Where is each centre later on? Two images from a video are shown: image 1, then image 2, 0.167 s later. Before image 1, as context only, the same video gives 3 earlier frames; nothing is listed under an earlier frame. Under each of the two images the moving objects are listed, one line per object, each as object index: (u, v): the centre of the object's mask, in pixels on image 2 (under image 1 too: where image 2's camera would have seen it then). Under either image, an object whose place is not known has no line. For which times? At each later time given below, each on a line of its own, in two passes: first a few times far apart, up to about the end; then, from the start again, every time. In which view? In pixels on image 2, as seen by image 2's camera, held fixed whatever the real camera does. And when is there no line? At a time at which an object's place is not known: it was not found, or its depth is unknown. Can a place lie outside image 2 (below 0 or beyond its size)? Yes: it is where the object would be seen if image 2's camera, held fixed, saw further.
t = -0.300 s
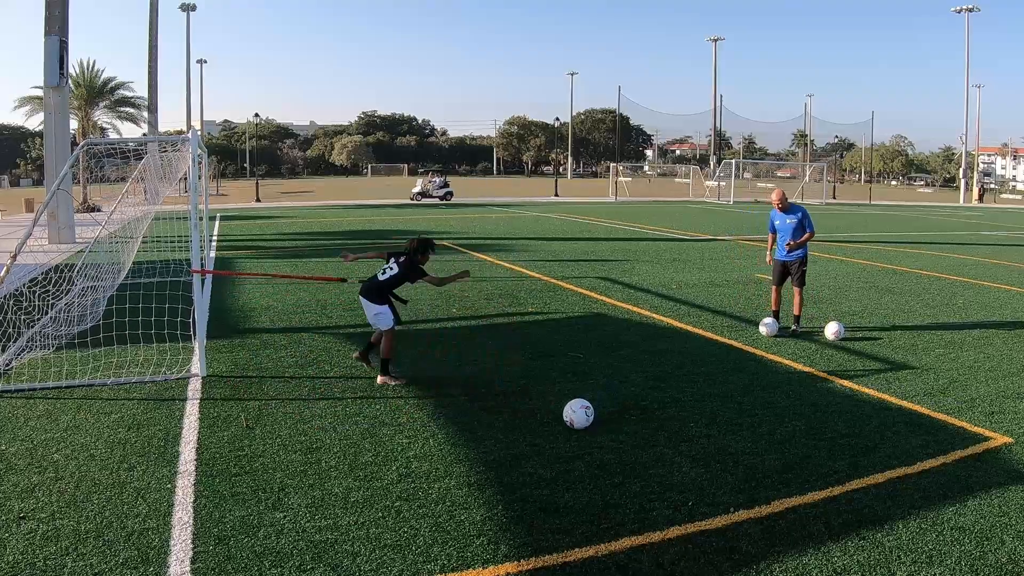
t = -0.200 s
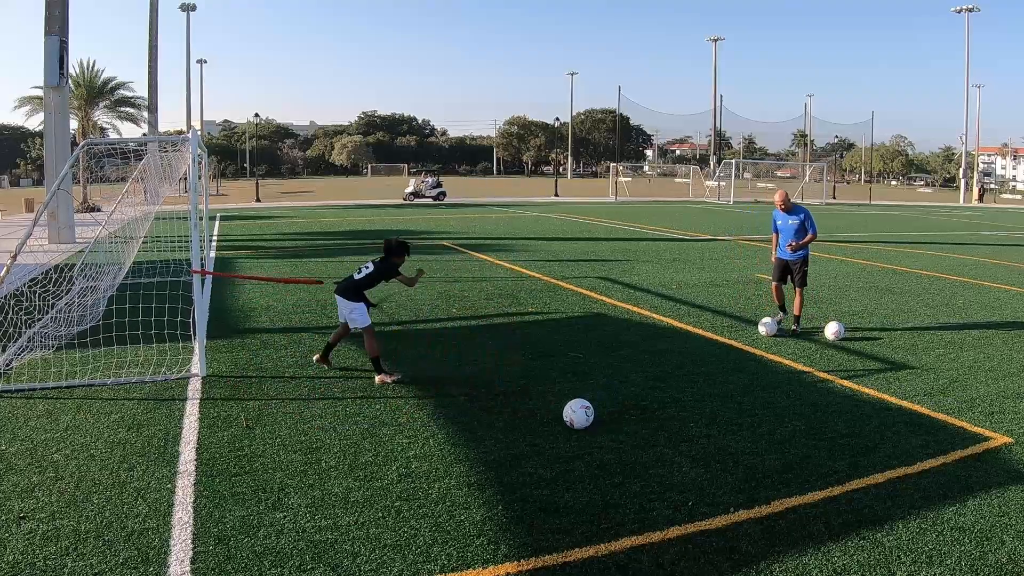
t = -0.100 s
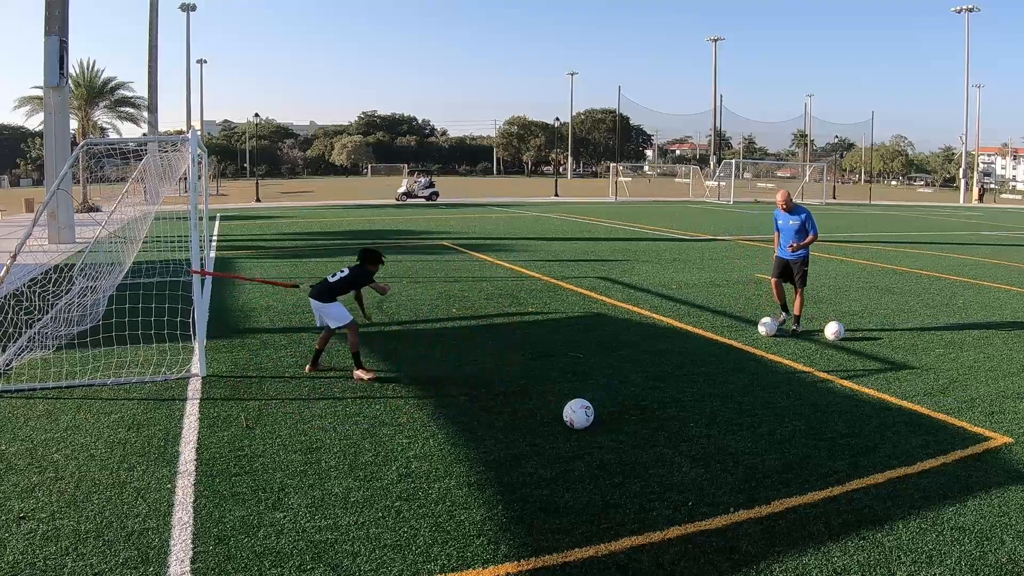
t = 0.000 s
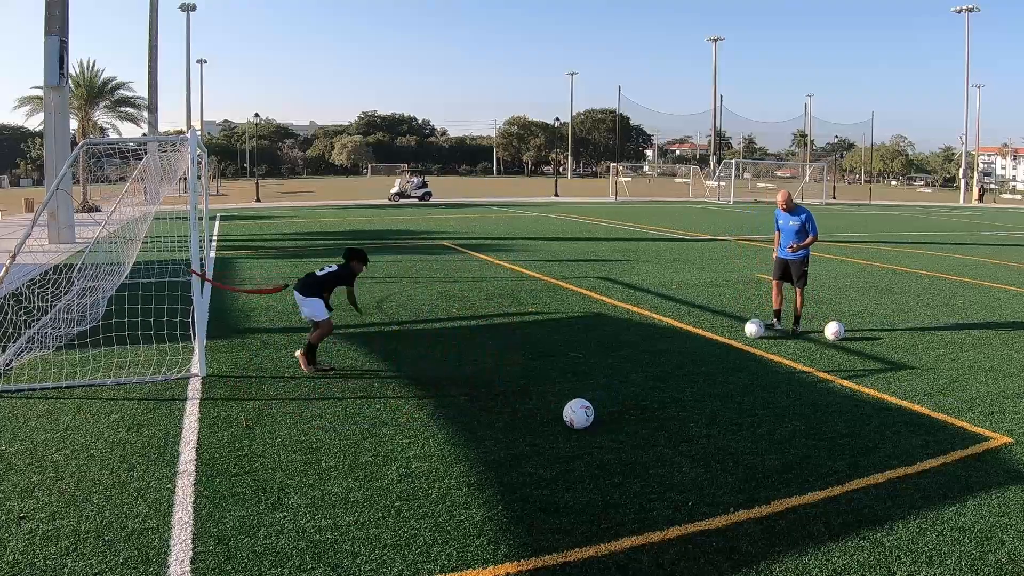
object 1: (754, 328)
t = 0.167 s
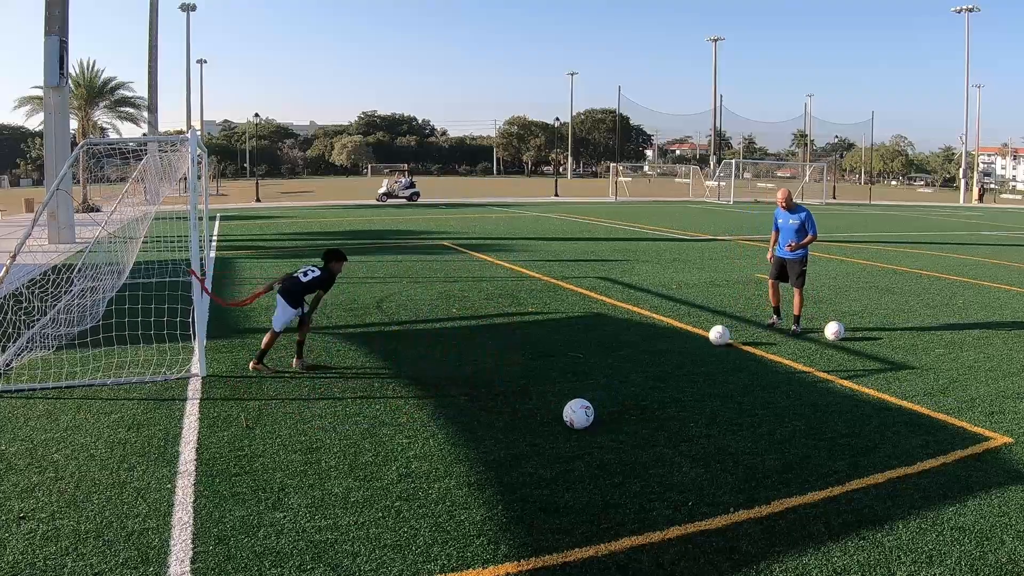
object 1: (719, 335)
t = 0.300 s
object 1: (695, 340)
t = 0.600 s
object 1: (649, 348)
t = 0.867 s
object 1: (610, 355)
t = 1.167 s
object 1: (564, 364)
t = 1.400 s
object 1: (527, 370)
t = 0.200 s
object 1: (713, 336)
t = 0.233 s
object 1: (706, 337)
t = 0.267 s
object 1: (700, 339)
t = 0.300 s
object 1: (695, 340)
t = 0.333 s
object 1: (689, 341)
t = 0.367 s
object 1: (684, 342)
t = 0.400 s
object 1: (679, 343)
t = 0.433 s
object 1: (674, 343)
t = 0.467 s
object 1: (669, 345)
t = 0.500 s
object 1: (664, 346)
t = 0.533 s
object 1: (659, 346)
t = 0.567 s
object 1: (654, 348)
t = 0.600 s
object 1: (649, 348)
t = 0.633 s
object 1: (644, 349)
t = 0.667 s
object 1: (639, 351)
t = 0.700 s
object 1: (634, 351)
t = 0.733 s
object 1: (629, 352)
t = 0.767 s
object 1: (624, 353)
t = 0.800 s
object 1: (619, 353)
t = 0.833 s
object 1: (615, 354)
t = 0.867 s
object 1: (610, 355)
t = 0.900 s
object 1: (605, 356)
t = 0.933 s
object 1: (599, 357)
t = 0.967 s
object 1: (594, 358)
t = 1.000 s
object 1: (589, 359)
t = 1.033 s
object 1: (584, 360)
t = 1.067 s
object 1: (579, 361)
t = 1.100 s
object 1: (574, 362)
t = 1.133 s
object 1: (569, 363)
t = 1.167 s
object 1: (564, 364)
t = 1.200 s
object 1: (559, 364)
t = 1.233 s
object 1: (554, 366)
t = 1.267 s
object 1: (549, 367)
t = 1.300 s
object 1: (543, 367)
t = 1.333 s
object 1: (538, 369)
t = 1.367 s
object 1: (533, 369)
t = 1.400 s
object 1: (527, 370)
